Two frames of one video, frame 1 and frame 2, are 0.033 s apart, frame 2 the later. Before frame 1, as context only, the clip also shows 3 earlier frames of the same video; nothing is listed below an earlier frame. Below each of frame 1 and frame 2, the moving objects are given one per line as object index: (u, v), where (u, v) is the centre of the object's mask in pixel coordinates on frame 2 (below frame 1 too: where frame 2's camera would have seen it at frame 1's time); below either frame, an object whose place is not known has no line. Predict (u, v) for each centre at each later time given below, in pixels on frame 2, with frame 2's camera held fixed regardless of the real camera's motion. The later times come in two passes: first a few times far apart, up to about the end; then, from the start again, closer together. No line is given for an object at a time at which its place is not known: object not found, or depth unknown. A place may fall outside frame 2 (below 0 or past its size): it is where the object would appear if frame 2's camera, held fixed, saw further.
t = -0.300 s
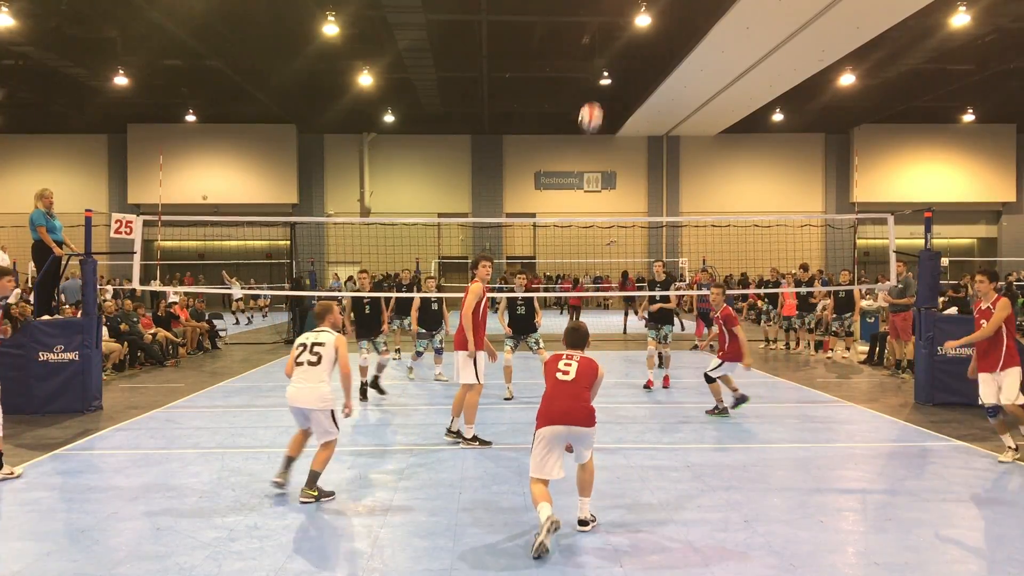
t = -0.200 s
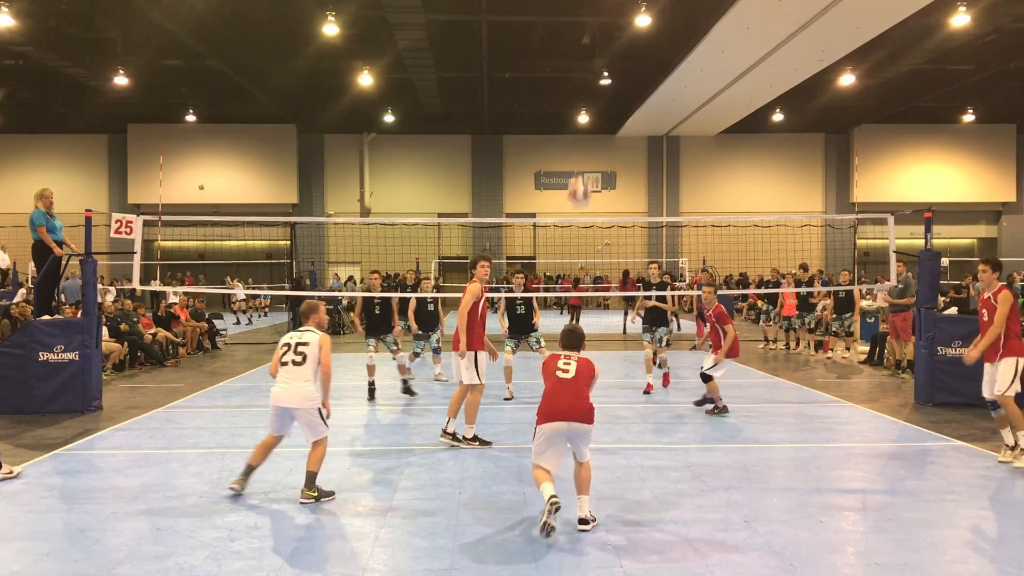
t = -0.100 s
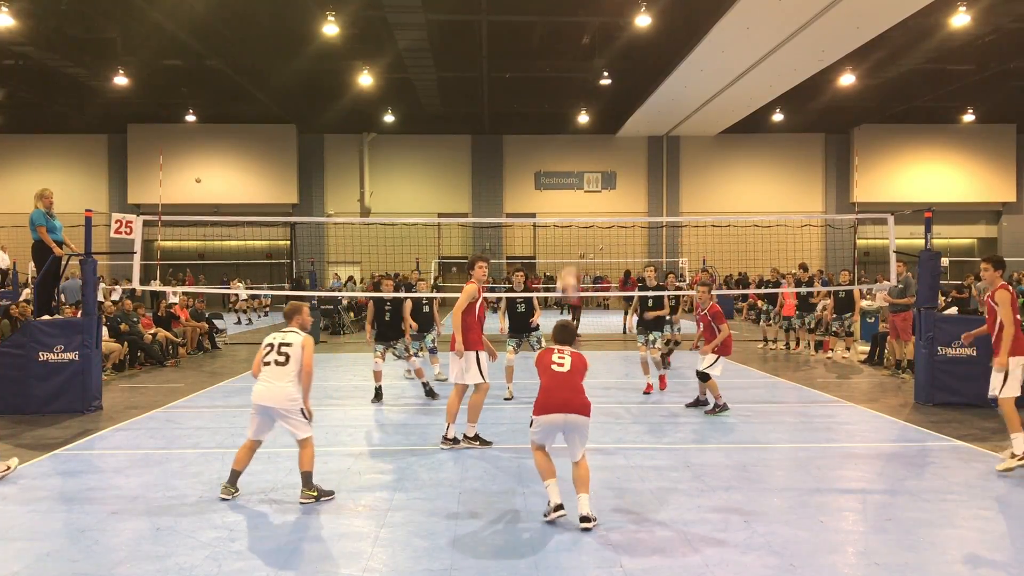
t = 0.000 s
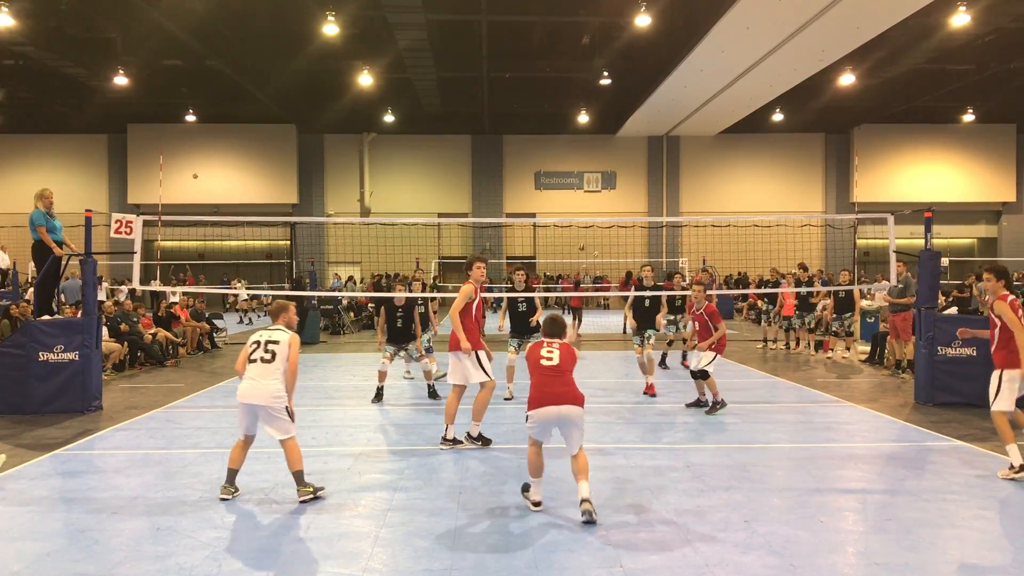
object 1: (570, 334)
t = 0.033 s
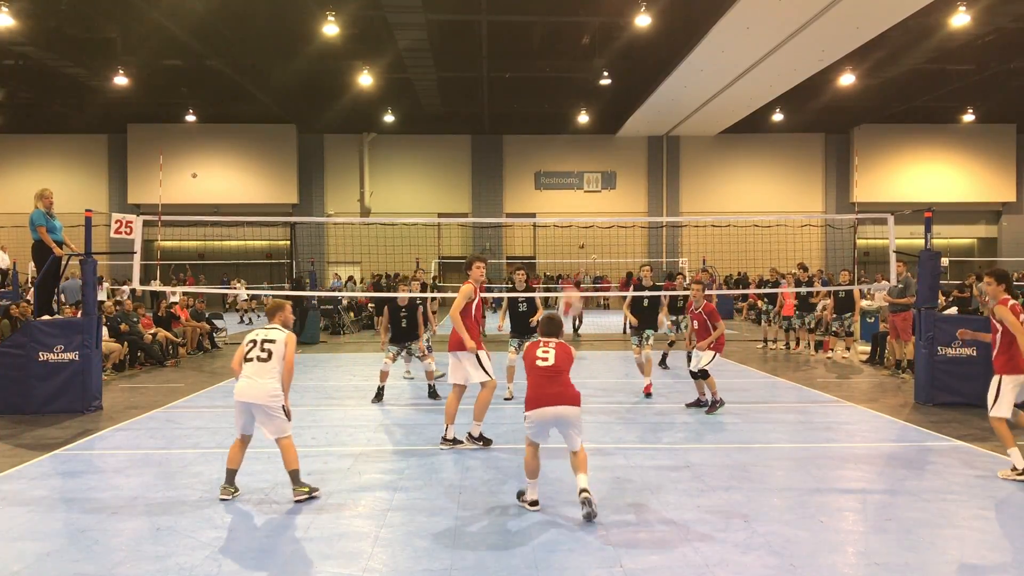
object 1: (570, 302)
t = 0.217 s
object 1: (598, 167)
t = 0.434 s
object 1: (627, 72)
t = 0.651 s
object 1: (651, 37)
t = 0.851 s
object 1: (669, 48)
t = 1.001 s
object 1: (681, 80)
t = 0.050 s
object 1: (573, 290)
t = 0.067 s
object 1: (576, 277)
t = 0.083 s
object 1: (577, 262)
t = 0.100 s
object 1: (580, 247)
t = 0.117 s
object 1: (582, 235)
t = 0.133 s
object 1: (585, 223)
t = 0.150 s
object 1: (588, 211)
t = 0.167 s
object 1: (591, 199)
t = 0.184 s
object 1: (594, 187)
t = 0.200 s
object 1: (596, 177)
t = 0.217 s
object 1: (598, 167)
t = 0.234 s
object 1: (601, 157)
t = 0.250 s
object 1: (604, 148)
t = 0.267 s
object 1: (606, 139)
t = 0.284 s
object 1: (608, 130)
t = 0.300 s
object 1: (610, 122)
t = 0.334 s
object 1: (615, 108)
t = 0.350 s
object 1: (617, 101)
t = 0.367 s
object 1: (619, 94)
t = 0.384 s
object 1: (621, 88)
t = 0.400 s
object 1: (623, 82)
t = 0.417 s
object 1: (625, 77)
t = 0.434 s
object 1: (627, 72)
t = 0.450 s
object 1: (629, 67)
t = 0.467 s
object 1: (631, 63)
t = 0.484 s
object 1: (633, 58)
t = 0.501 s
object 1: (635, 55)
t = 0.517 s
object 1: (637, 52)
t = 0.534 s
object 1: (639, 49)
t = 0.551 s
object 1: (640, 46)
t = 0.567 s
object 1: (642, 44)
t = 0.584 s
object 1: (644, 42)
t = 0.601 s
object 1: (646, 40)
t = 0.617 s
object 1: (648, 38)
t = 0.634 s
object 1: (649, 37)
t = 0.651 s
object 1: (651, 37)
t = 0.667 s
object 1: (652, 36)
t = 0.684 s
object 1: (654, 36)
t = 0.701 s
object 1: (656, 36)
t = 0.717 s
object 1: (657, 36)
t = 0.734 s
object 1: (659, 37)
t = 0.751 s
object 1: (660, 38)
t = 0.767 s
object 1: (662, 39)
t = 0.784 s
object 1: (663, 40)
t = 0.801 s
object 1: (665, 42)
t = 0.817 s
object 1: (666, 44)
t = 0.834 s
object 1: (668, 46)
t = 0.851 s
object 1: (669, 48)
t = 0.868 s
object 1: (670, 51)
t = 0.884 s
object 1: (672, 54)
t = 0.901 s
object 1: (673, 57)
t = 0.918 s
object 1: (674, 60)
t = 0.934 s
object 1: (676, 64)
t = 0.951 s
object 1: (677, 68)
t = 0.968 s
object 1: (679, 72)
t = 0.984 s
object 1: (679, 76)
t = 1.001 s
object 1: (681, 80)
